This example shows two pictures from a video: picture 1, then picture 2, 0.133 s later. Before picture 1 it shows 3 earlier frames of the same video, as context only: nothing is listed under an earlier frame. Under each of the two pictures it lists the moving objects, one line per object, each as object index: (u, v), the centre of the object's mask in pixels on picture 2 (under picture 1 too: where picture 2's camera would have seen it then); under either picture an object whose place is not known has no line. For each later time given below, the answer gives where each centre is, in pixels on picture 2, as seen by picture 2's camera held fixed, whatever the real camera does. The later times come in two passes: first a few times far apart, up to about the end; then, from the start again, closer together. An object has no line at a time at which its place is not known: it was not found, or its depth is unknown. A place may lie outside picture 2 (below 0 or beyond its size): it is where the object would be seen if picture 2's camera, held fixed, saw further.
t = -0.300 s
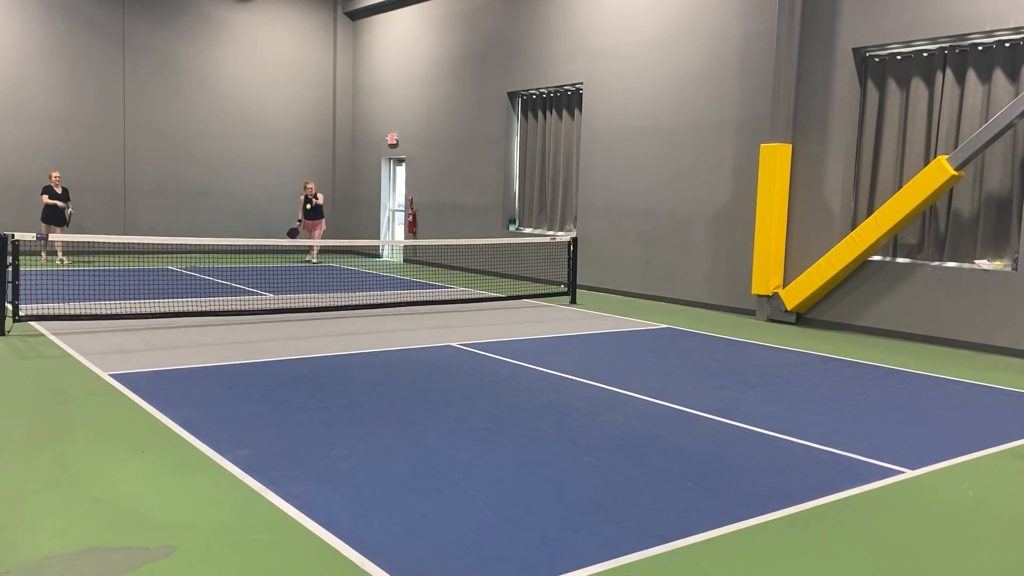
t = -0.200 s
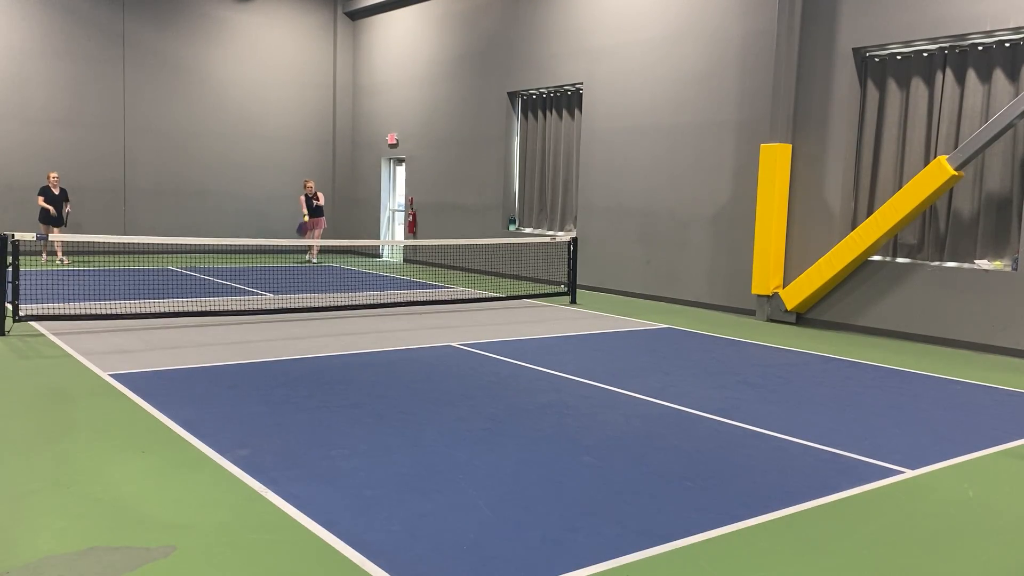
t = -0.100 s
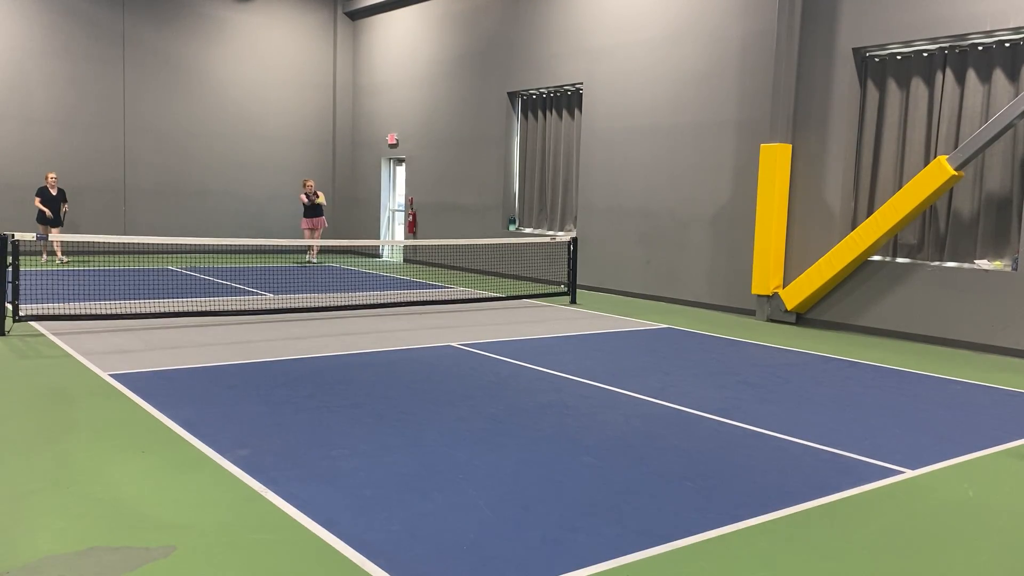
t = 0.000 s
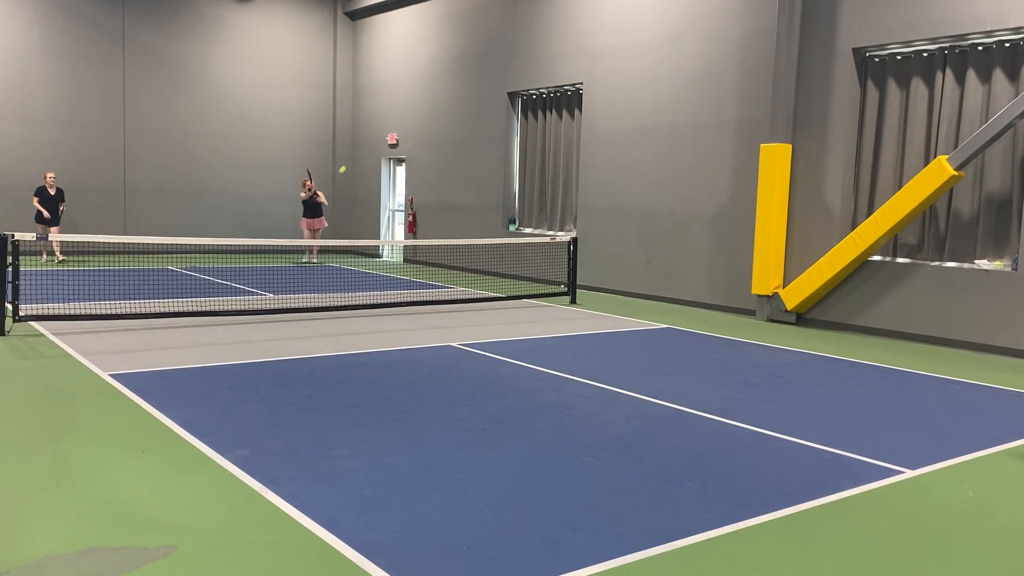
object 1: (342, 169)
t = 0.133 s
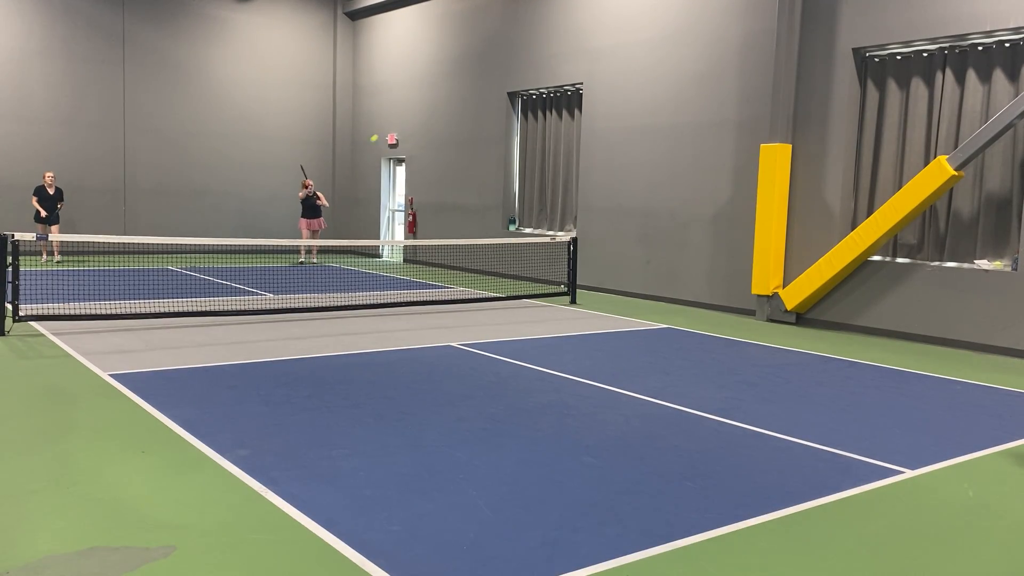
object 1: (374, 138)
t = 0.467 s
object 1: (471, 108)
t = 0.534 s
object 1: (494, 113)
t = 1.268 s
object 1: (835, 308)
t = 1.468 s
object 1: (957, 271)
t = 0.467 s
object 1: (471, 108)
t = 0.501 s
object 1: (483, 110)
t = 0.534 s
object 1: (494, 113)
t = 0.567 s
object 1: (506, 118)
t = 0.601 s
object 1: (518, 123)
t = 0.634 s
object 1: (531, 130)
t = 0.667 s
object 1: (544, 138)
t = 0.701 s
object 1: (557, 147)
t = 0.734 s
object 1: (572, 158)
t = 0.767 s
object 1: (586, 171)
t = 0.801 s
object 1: (600, 185)
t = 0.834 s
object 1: (615, 200)
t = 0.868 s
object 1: (631, 218)
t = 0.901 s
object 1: (647, 238)
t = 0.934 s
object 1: (663, 259)
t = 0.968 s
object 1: (679, 283)
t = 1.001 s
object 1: (697, 309)
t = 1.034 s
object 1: (715, 337)
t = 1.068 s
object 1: (733, 367)
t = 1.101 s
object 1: (750, 376)
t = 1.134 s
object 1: (766, 360)
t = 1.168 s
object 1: (783, 345)
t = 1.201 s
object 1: (799, 332)
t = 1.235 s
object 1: (817, 319)
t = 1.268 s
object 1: (835, 308)
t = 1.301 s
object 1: (854, 298)
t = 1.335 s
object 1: (873, 289)
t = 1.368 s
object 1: (893, 282)
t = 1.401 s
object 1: (914, 277)
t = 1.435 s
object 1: (935, 273)
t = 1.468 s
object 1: (957, 271)
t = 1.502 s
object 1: (980, 271)
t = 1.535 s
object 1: (1004, 272)
